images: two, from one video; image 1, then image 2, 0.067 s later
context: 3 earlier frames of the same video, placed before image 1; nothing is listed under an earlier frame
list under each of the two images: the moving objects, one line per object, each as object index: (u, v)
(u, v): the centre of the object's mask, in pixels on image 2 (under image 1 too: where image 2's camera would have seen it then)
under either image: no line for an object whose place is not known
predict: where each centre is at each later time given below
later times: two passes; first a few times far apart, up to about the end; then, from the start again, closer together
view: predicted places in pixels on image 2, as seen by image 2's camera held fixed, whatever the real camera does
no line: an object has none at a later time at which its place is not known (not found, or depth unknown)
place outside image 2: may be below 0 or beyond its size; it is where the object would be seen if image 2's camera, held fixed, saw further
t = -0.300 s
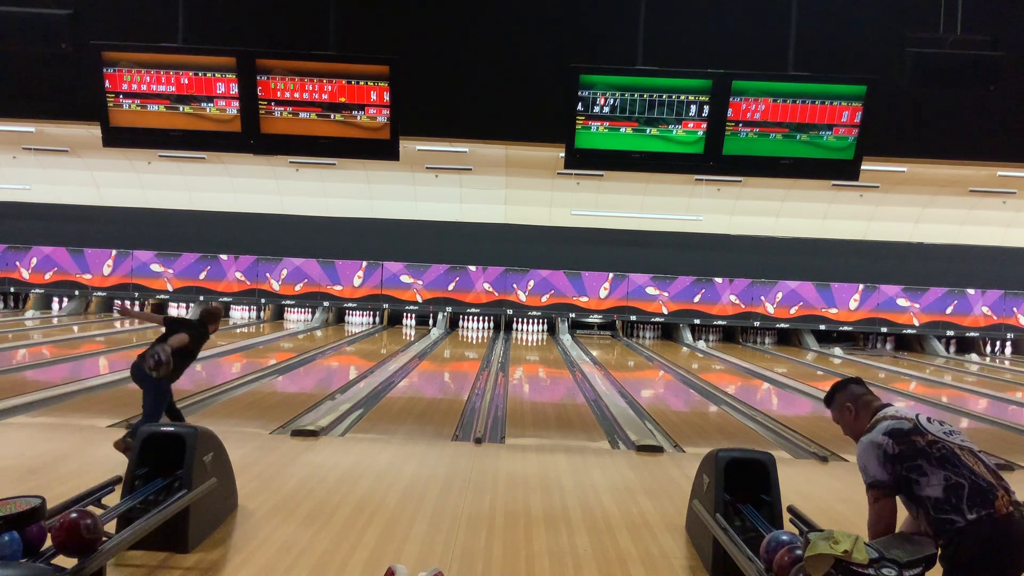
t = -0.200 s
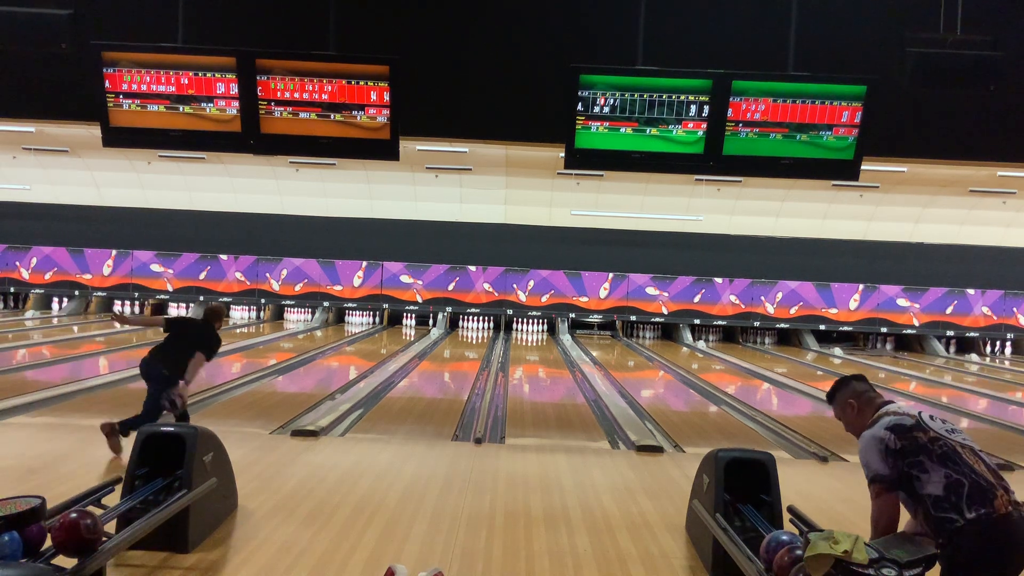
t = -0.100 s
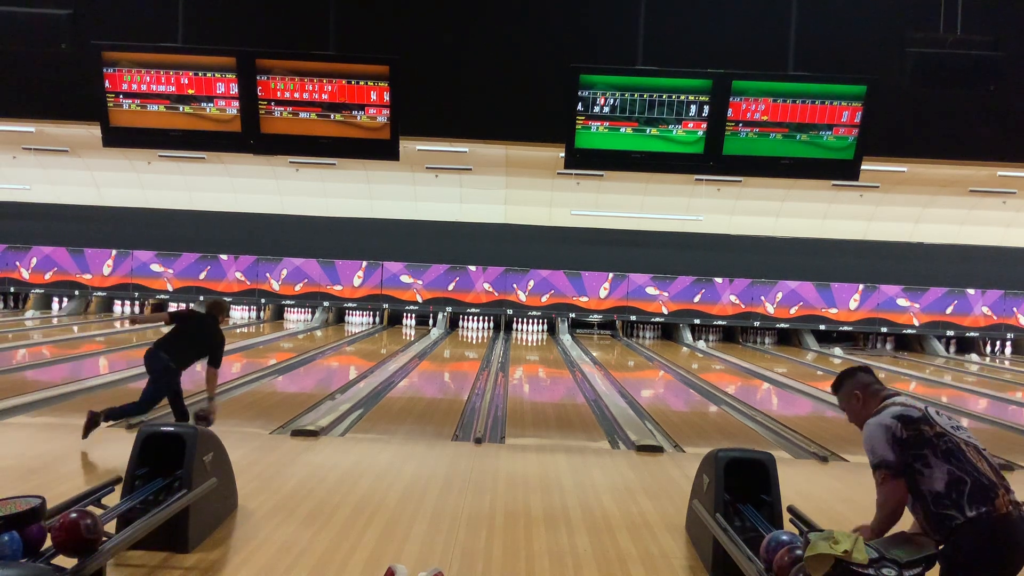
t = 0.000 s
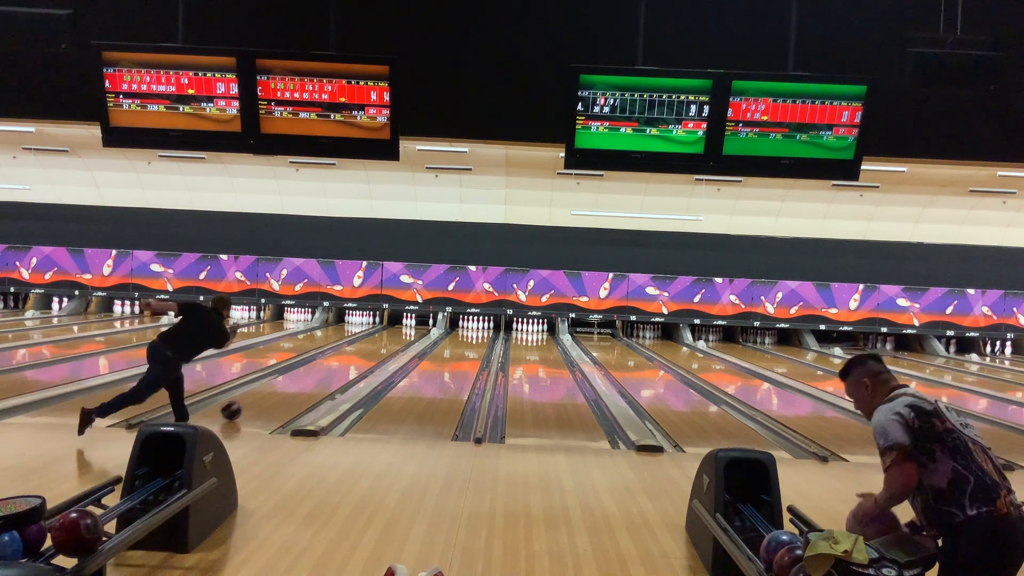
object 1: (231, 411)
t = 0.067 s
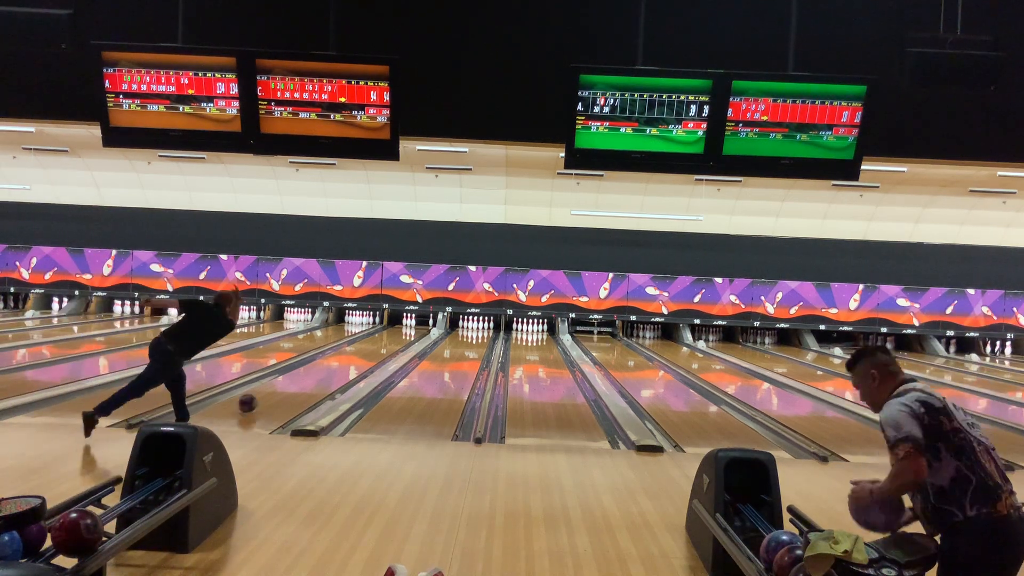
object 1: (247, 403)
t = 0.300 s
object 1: (291, 382)
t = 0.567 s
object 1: (327, 366)
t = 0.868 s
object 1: (355, 353)
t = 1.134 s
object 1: (374, 344)
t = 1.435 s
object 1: (390, 336)
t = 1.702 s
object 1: (400, 330)
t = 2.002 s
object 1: (408, 325)
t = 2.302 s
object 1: (414, 322)
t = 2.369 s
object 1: (415, 322)
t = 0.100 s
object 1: (254, 400)
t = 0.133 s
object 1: (261, 396)
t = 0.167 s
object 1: (268, 394)
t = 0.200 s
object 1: (274, 391)
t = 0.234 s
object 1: (280, 387)
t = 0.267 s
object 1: (286, 385)
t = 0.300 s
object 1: (291, 382)
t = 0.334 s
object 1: (297, 380)
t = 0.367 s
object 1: (301, 378)
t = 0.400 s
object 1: (306, 376)
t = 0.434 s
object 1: (310, 374)
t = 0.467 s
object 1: (315, 372)
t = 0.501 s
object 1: (319, 370)
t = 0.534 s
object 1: (323, 368)
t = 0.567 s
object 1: (327, 366)
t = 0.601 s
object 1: (330, 365)
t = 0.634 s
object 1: (334, 363)
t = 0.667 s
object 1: (337, 361)
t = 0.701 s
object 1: (340, 360)
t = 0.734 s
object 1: (344, 358)
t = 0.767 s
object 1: (347, 356)
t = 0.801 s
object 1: (350, 355)
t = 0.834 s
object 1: (352, 354)
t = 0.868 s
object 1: (355, 353)
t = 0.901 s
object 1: (358, 351)
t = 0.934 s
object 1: (360, 350)
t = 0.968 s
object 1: (363, 349)
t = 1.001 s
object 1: (365, 348)
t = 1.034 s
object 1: (367, 347)
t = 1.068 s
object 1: (369, 346)
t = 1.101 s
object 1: (371, 345)
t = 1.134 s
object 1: (374, 344)
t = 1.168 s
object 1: (375, 342)
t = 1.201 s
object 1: (378, 341)
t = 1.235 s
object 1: (379, 340)
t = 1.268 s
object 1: (381, 339)
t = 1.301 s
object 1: (383, 339)
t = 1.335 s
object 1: (384, 338)
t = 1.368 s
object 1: (386, 337)
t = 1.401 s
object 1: (388, 337)
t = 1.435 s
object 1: (390, 336)
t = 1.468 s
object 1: (391, 335)
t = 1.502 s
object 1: (392, 334)
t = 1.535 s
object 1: (394, 333)
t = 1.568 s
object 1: (395, 333)
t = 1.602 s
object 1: (396, 332)
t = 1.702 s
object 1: (400, 330)
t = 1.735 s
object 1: (401, 329)
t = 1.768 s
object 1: (403, 329)
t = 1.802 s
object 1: (403, 328)
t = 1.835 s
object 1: (405, 327)
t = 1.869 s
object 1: (405, 327)
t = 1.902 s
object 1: (406, 327)
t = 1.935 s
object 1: (407, 326)
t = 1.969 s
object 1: (407, 326)
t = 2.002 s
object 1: (408, 325)
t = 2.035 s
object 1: (409, 325)
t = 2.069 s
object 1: (410, 324)
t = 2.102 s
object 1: (411, 324)
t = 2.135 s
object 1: (410, 323)
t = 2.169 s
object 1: (410, 323)
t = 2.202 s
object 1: (412, 322)
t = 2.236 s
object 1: (412, 322)
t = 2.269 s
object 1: (413, 322)
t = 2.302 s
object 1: (414, 322)
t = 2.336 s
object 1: (414, 322)
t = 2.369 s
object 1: (415, 322)
